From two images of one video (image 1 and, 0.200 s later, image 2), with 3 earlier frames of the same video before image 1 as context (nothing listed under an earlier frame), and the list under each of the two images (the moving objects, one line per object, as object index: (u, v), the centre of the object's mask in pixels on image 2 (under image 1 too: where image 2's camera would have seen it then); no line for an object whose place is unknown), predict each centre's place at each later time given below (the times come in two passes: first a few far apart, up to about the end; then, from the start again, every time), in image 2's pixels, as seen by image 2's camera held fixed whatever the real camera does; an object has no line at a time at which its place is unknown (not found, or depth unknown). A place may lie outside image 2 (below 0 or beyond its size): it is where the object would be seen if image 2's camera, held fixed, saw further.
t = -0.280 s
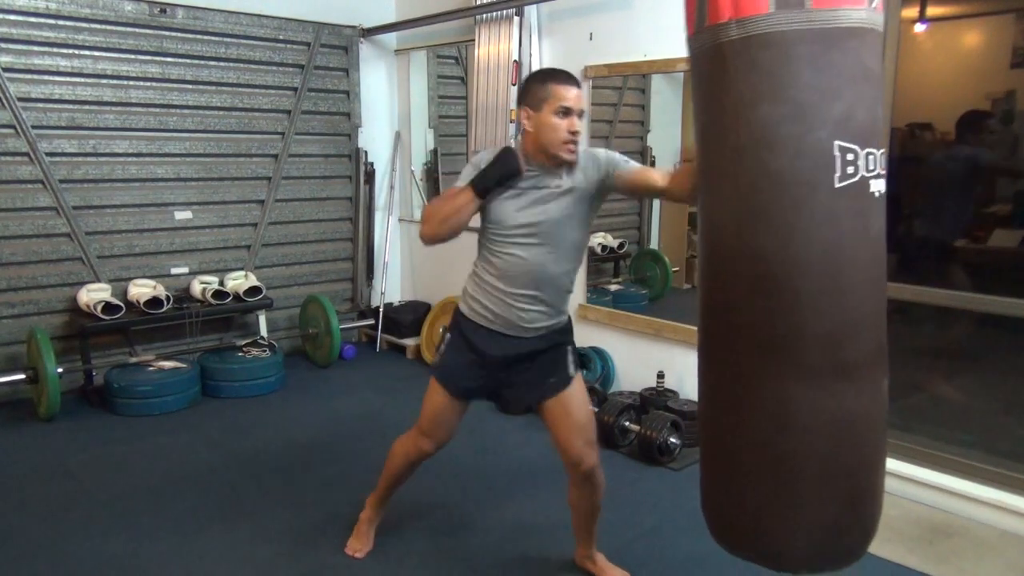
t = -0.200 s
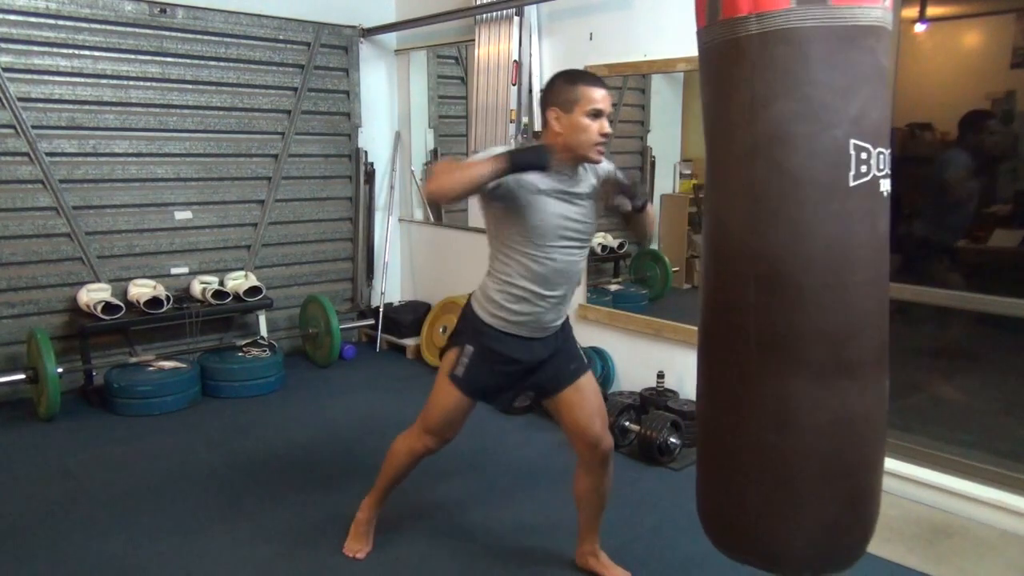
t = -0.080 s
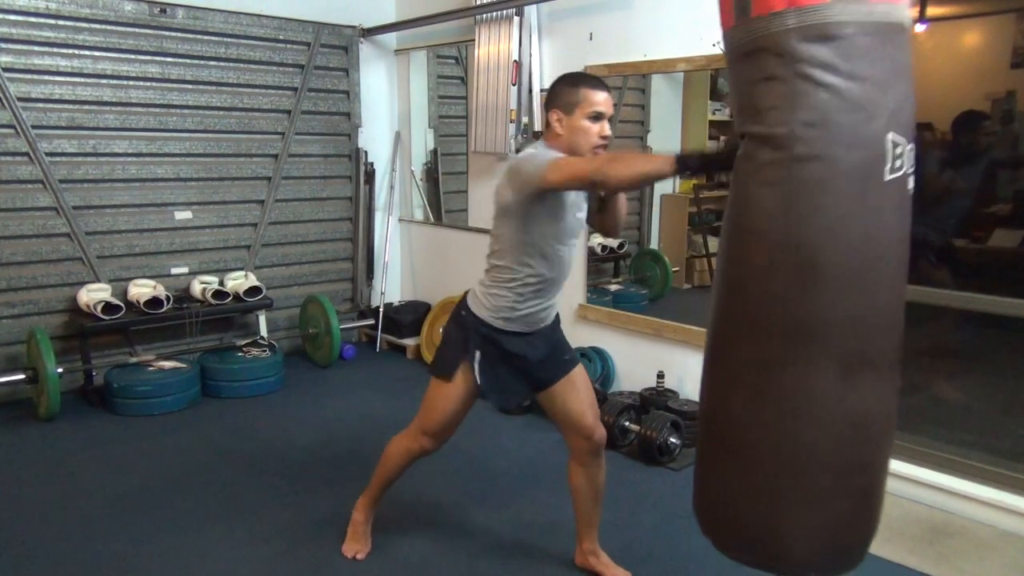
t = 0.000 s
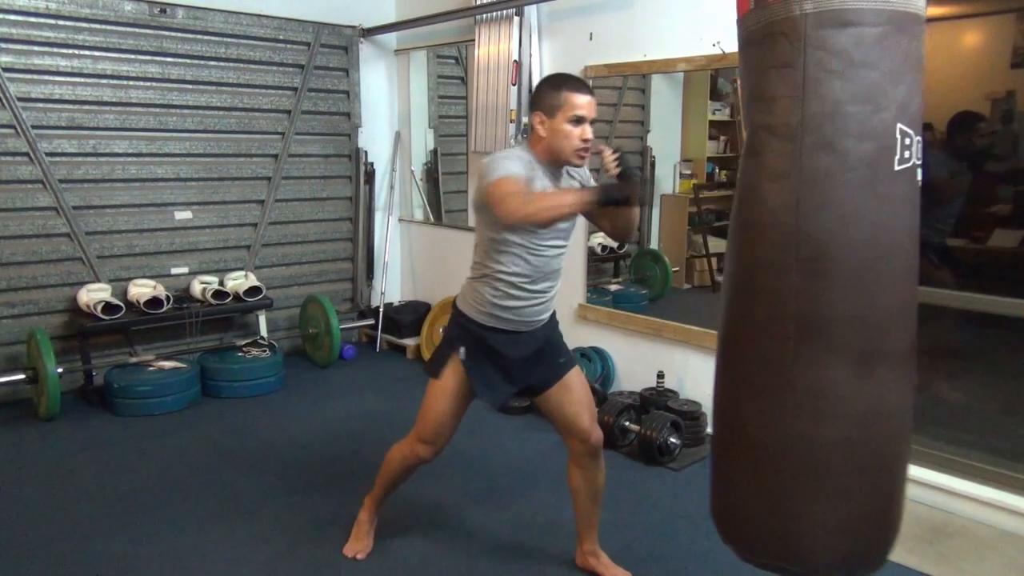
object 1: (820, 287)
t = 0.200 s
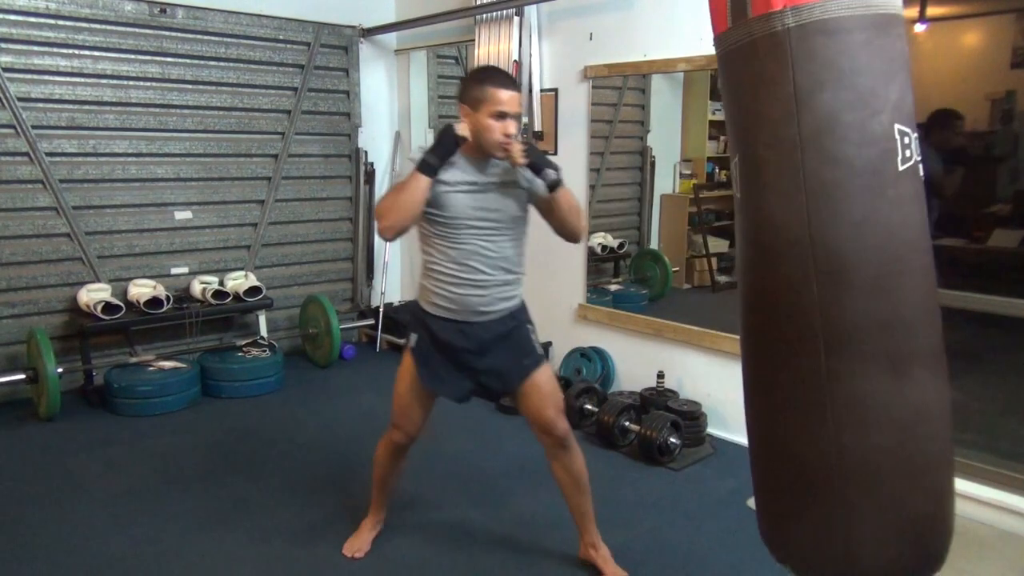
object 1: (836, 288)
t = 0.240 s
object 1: (837, 289)
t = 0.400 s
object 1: (835, 287)
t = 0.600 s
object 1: (809, 285)
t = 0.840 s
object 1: (760, 276)
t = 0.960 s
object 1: (734, 273)
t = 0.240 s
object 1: (837, 289)
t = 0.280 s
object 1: (838, 289)
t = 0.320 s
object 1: (838, 289)
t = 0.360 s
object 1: (837, 288)
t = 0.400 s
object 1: (835, 287)
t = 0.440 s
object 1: (832, 287)
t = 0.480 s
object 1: (827, 287)
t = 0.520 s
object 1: (822, 289)
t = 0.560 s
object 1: (815, 286)
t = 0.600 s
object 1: (809, 285)
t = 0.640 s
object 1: (801, 285)
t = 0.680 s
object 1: (794, 282)
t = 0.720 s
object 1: (787, 281)
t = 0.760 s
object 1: (779, 279)
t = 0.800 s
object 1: (770, 279)
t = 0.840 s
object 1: (760, 276)
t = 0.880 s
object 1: (752, 277)
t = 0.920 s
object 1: (743, 275)
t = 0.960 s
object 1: (734, 273)
